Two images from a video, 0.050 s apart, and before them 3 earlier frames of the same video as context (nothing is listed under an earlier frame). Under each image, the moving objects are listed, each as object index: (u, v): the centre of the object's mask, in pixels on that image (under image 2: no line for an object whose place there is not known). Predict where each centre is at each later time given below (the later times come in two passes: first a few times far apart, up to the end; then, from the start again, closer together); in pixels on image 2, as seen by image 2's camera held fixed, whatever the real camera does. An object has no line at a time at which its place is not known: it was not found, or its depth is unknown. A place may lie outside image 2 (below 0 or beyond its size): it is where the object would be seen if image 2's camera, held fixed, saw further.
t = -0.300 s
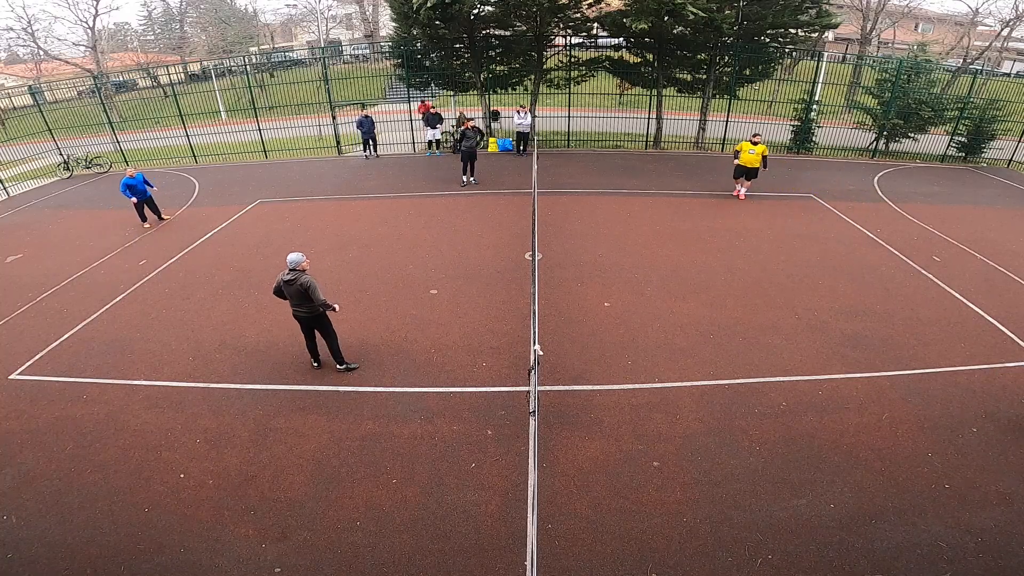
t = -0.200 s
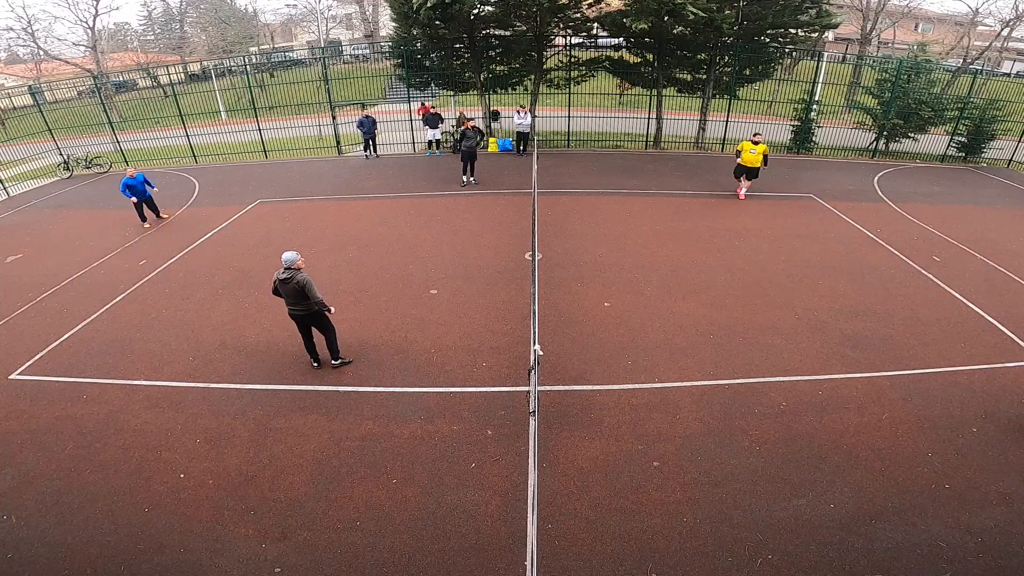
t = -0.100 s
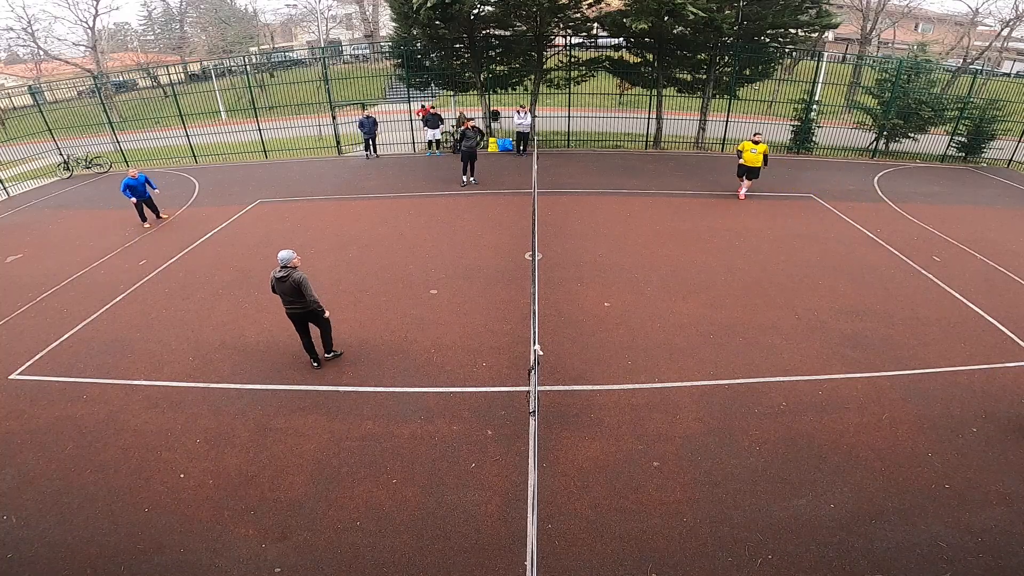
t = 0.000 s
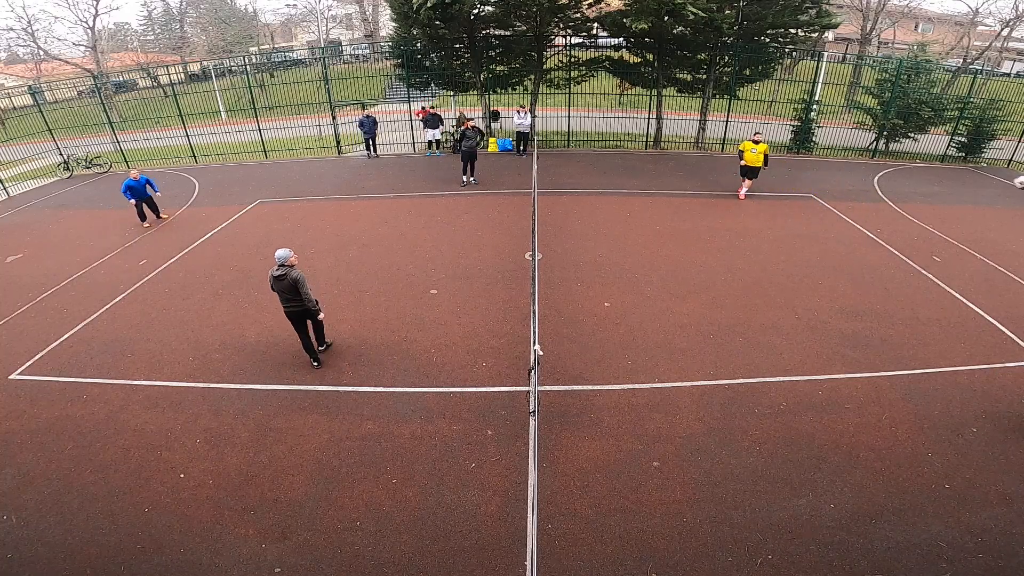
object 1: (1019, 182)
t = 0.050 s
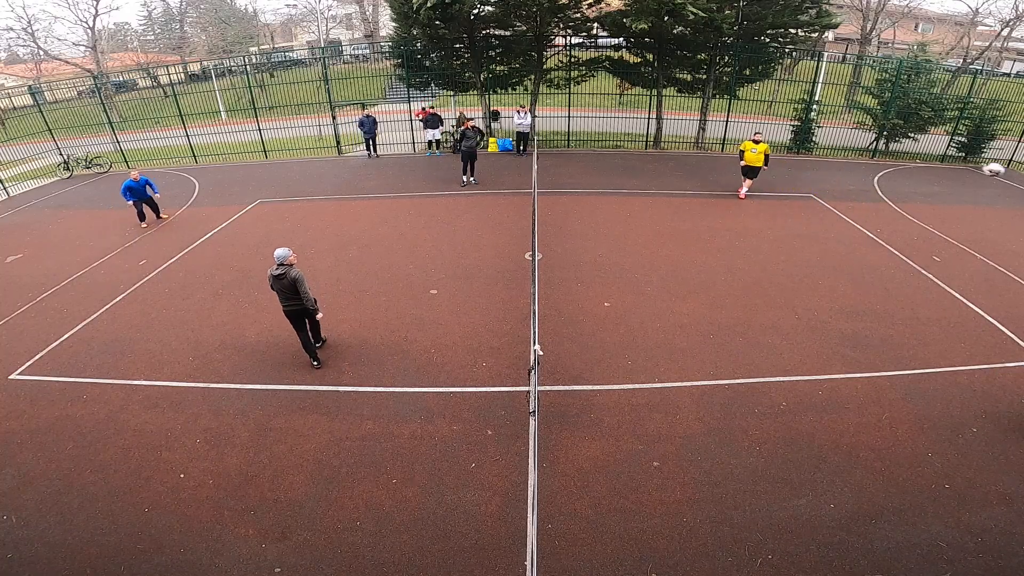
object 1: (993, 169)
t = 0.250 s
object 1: (846, 129)
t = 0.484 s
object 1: (660, 116)
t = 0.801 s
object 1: (437, 164)
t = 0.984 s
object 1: (337, 217)
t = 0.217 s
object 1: (873, 134)
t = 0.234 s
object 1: (859, 132)
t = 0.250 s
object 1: (846, 129)
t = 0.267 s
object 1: (832, 127)
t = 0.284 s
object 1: (818, 125)
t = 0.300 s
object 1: (805, 123)
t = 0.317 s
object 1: (793, 121)
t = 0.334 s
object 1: (779, 120)
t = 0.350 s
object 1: (766, 118)
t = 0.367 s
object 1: (753, 117)
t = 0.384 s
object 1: (739, 116)
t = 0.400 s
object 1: (725, 115)
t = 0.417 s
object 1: (712, 116)
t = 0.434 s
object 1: (699, 115)
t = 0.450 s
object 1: (686, 115)
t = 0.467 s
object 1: (673, 116)
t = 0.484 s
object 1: (660, 116)
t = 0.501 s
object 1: (647, 117)
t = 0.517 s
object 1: (634, 118)
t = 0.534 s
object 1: (622, 119)
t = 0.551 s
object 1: (609, 120)
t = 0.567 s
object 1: (596, 122)
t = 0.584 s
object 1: (584, 124)
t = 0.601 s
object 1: (571, 125)
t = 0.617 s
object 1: (559, 127)
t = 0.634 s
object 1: (547, 130)
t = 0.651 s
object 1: (535, 132)
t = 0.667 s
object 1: (523, 135)
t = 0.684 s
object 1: (512, 138)
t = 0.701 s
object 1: (501, 142)
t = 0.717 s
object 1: (490, 145)
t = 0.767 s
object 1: (457, 156)
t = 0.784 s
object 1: (447, 160)
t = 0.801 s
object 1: (437, 164)
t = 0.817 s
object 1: (427, 169)
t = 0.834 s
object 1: (417, 173)
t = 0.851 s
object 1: (407, 177)
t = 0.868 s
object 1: (398, 182)
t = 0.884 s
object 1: (388, 187)
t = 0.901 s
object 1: (379, 191)
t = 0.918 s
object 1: (370, 196)
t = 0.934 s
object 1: (362, 202)
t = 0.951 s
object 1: (353, 207)
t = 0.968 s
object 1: (345, 212)
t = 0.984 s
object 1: (337, 217)
